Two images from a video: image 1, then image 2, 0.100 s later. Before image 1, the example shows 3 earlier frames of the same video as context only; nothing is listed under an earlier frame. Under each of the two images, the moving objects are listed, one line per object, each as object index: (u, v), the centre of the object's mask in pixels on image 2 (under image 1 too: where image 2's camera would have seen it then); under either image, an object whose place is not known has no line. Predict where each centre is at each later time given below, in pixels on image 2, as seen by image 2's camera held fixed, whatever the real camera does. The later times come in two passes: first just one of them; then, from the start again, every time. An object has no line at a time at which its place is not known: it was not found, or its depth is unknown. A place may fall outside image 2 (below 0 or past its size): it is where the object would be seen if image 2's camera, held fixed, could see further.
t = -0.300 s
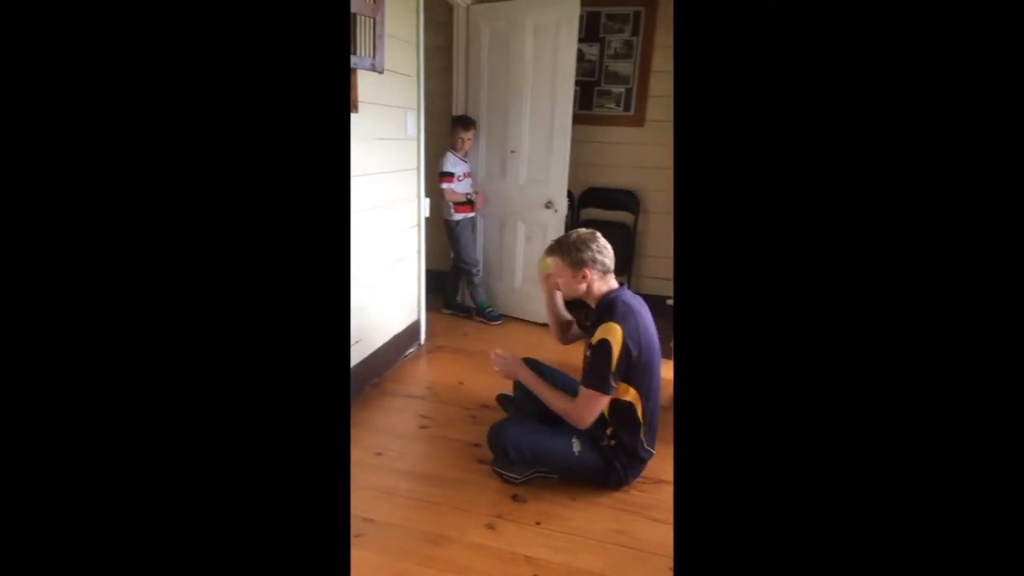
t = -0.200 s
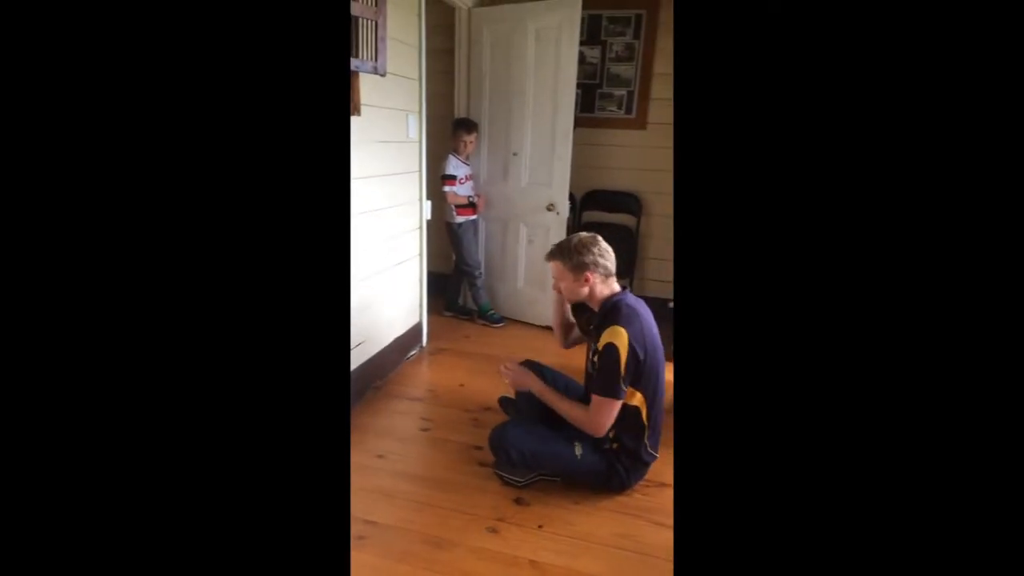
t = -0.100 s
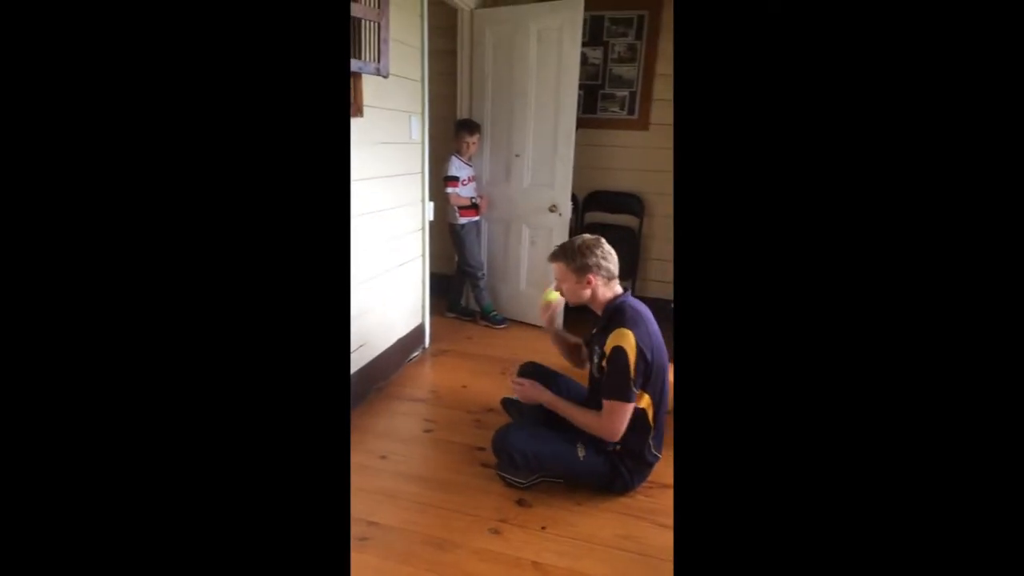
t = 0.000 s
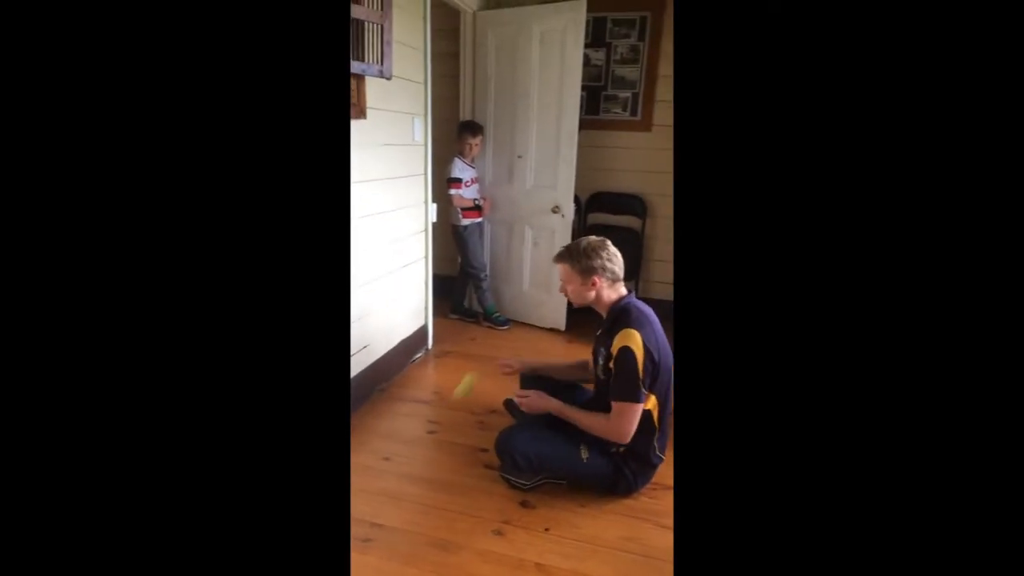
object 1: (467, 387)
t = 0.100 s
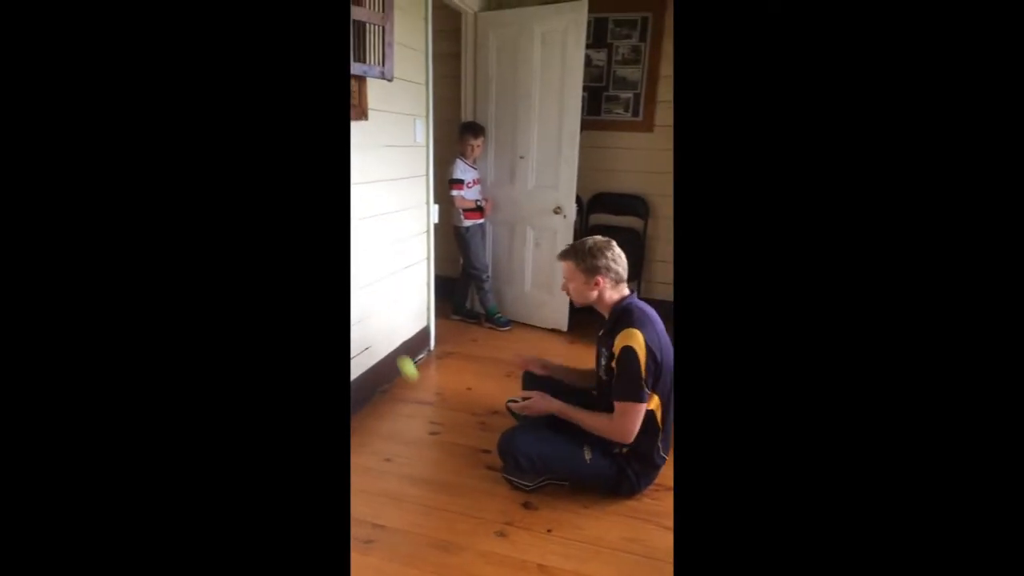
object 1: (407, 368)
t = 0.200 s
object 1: (358, 298)
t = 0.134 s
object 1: (393, 344)
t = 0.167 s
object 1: (374, 318)
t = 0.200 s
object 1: (358, 298)
